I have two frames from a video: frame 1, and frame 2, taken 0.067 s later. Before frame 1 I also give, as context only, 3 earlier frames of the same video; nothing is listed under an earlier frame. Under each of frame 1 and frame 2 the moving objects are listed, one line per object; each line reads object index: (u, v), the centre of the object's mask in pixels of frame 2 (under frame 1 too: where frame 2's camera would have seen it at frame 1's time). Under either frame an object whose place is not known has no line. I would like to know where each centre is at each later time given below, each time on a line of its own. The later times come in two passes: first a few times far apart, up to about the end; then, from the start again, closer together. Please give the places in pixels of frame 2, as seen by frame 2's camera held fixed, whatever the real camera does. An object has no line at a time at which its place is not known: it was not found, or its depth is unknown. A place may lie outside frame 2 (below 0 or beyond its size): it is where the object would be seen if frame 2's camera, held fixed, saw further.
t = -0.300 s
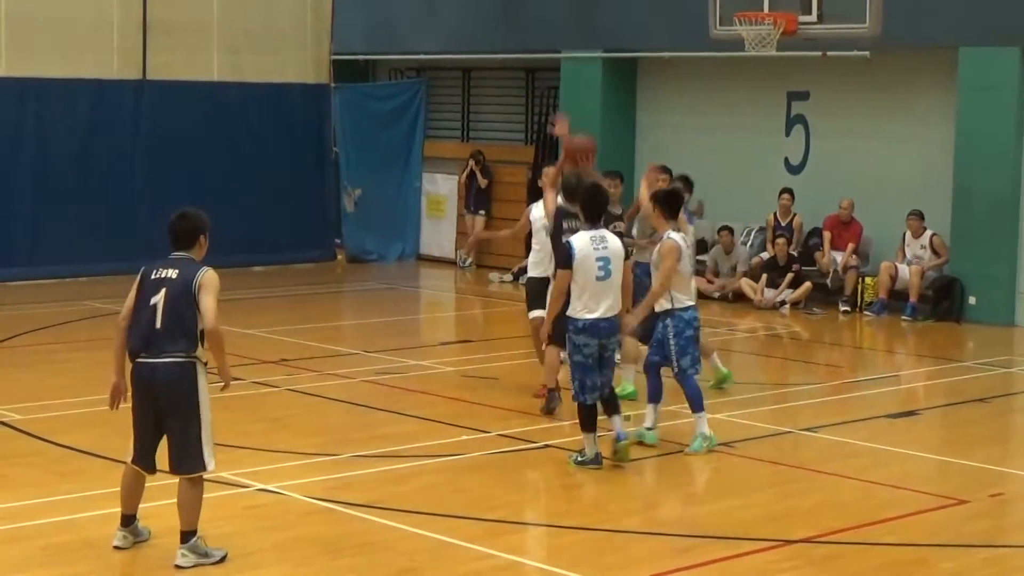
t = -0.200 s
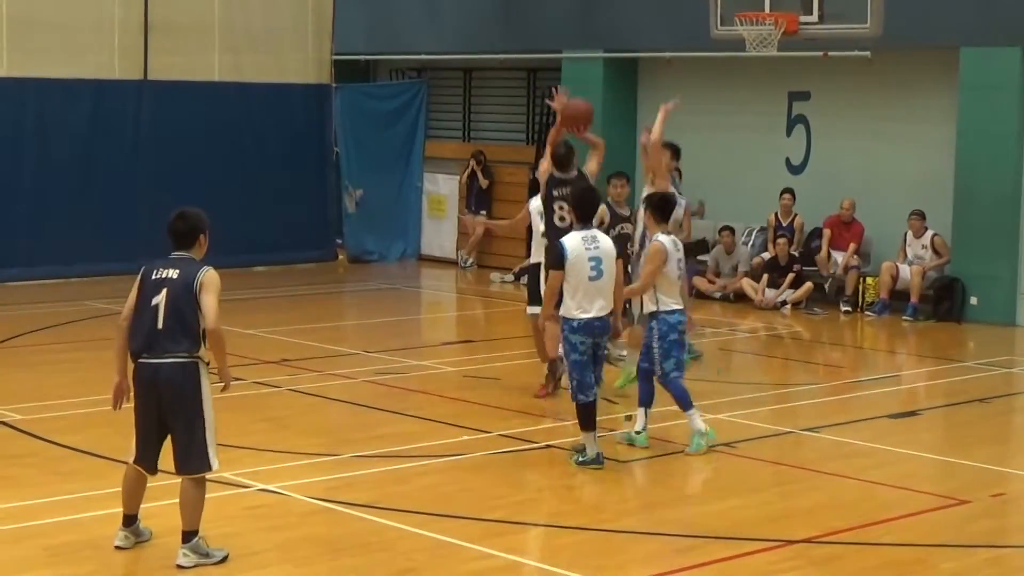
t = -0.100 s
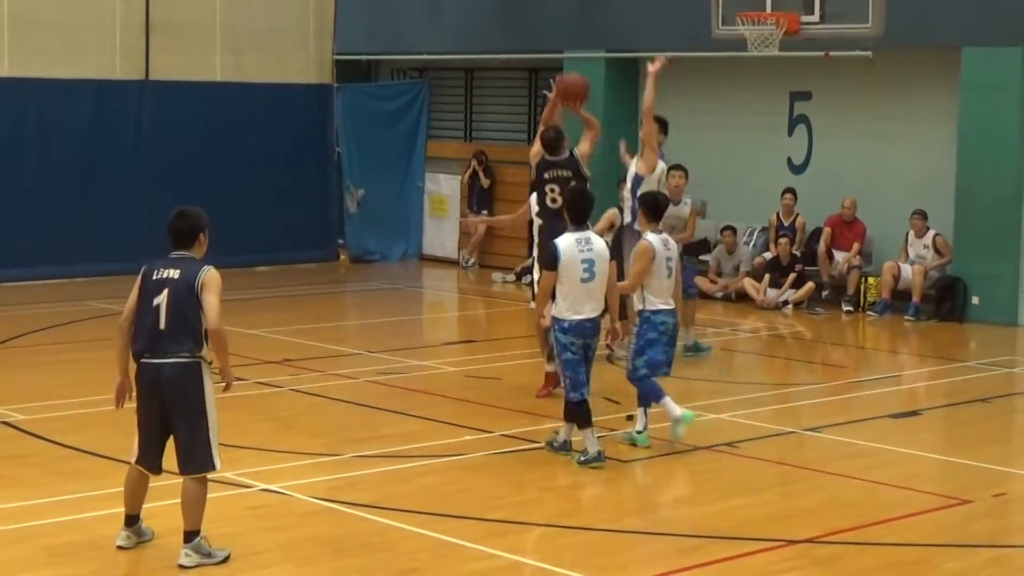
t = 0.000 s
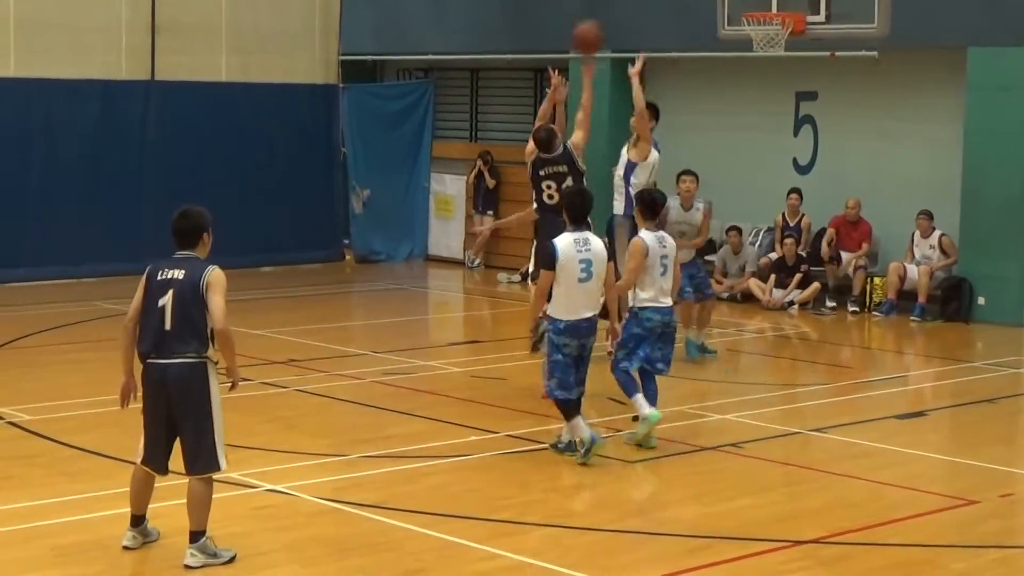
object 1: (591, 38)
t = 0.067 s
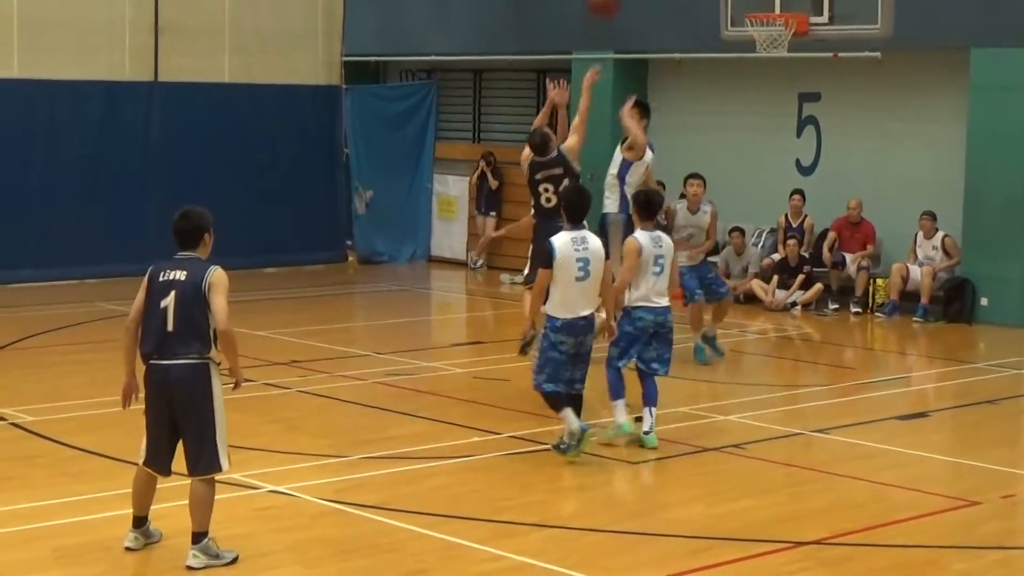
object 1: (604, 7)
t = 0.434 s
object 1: (673, -86)
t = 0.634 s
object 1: (704, -74)
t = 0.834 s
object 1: (732, -8)
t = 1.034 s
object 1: (674, 21)
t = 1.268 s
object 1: (589, 89)
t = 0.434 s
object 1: (673, -86)
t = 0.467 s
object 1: (679, -93)
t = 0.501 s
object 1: (685, -92)
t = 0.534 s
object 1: (690, -90)
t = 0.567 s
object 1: (695, -87)
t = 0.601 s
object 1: (700, -82)
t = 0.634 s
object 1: (704, -74)
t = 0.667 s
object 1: (710, -66)
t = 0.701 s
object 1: (714, -57)
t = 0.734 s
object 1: (719, -47)
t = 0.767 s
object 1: (724, -36)
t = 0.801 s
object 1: (728, -22)
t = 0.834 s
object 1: (732, -8)
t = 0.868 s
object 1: (735, 6)
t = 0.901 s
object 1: (725, 8)
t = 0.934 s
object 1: (710, 9)
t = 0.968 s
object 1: (699, 12)
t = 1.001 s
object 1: (686, 15)
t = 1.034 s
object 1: (674, 21)
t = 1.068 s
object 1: (662, 27)
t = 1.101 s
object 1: (649, 34)
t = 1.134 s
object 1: (638, 43)
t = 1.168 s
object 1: (625, 53)
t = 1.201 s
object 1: (612, 64)
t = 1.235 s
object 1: (600, 76)
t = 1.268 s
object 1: (589, 89)
